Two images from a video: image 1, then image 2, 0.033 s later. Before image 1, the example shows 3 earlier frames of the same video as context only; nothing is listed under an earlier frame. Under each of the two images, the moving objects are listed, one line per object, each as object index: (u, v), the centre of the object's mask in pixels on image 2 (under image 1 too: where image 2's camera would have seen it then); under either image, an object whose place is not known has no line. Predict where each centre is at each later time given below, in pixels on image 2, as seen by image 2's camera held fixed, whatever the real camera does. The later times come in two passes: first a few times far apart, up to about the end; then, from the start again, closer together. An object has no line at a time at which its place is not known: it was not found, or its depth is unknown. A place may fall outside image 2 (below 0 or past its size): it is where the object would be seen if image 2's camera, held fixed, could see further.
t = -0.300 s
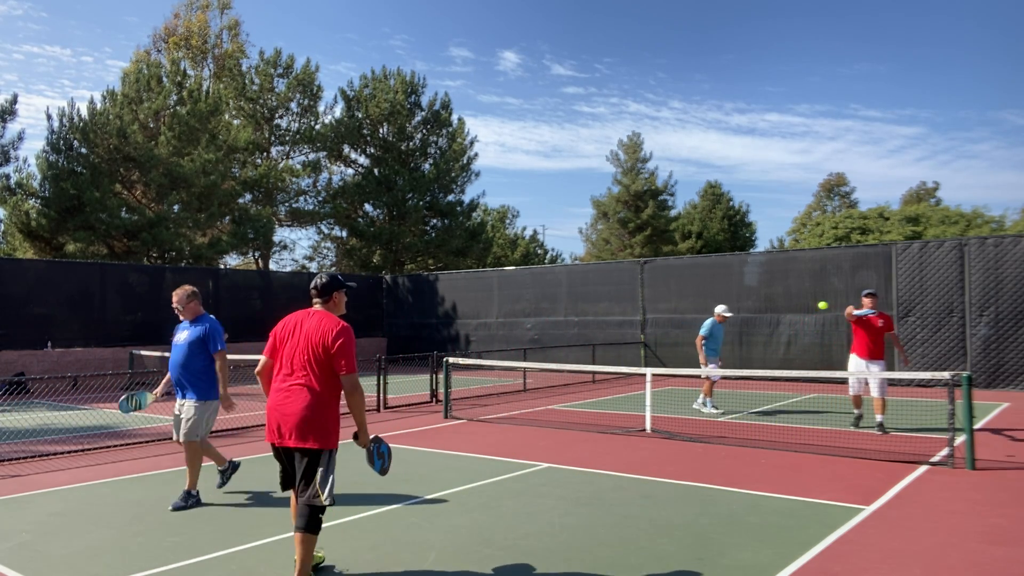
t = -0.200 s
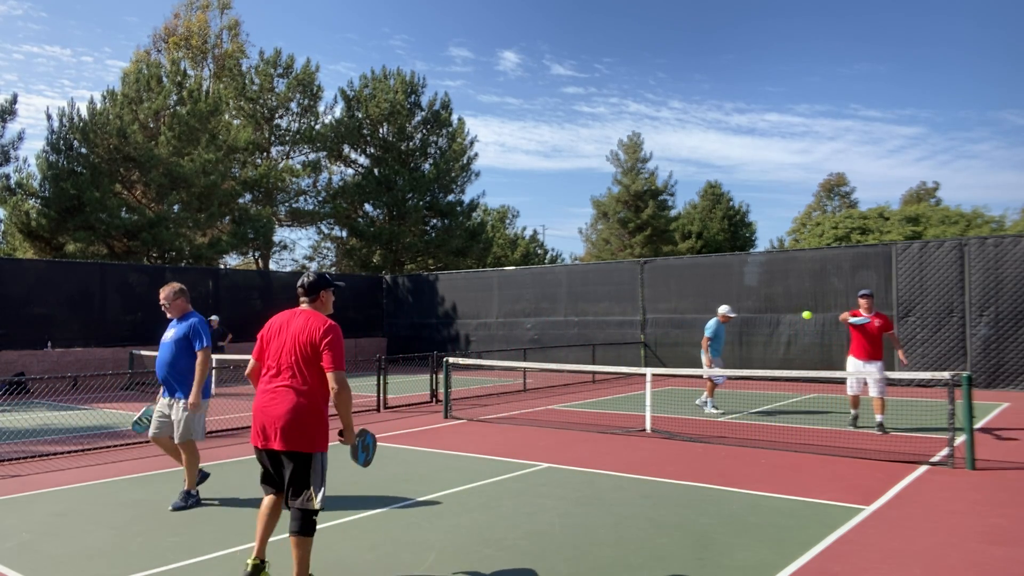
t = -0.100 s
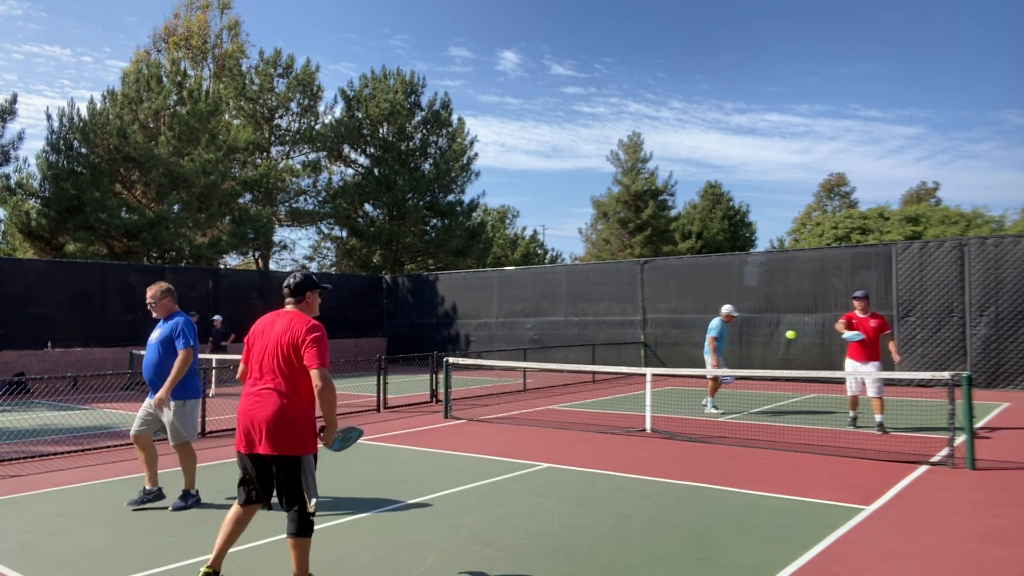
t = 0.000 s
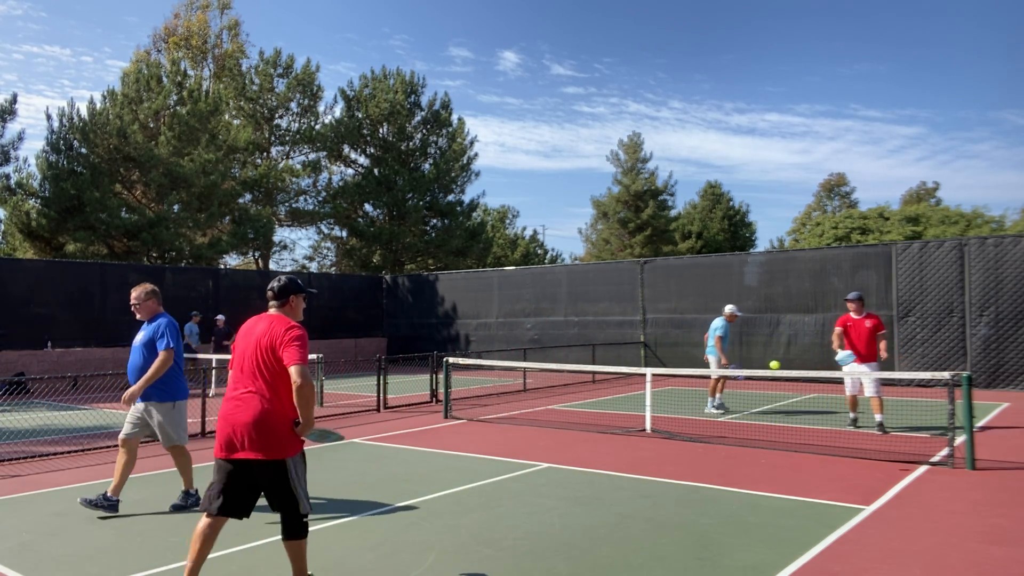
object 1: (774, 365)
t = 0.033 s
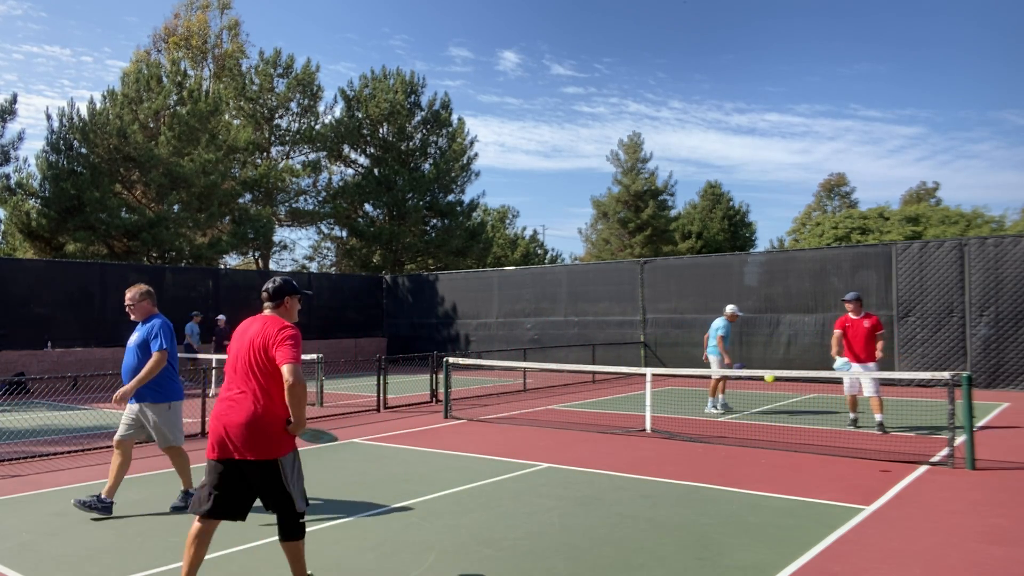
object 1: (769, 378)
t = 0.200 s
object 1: (742, 460)
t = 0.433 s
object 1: (711, 421)
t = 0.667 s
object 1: (680, 416)
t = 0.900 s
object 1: (650, 478)
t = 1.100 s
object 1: (621, 470)
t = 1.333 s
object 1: (585, 478)
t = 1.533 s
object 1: (552, 513)
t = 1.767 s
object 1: (509, 516)
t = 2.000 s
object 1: (462, 531)
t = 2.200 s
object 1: (418, 553)
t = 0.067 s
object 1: (763, 391)
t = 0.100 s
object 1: (758, 407)
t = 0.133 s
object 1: (753, 423)
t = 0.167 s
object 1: (748, 441)
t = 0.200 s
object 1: (742, 460)
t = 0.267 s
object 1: (733, 462)
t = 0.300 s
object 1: (728, 452)
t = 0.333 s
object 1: (724, 442)
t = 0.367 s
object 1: (719, 434)
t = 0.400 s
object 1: (715, 426)
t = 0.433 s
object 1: (711, 421)
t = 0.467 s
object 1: (706, 416)
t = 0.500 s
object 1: (702, 413)
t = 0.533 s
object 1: (697, 411)
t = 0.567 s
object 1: (693, 410)
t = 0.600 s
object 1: (689, 411)
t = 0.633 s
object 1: (684, 412)
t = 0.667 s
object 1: (680, 416)
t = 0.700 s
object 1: (676, 421)
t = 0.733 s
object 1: (671, 426)
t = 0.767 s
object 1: (667, 434)
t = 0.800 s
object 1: (663, 443)
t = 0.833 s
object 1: (658, 453)
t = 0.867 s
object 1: (654, 464)
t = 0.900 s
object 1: (650, 478)
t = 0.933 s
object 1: (646, 493)
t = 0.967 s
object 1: (641, 498)
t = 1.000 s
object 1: (636, 489)
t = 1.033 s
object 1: (631, 481)
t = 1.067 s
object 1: (626, 475)
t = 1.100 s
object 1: (621, 470)
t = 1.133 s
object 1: (616, 467)
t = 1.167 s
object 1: (611, 465)
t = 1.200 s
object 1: (606, 465)
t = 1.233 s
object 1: (601, 465)
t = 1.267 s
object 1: (596, 468)
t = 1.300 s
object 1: (590, 473)
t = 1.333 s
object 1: (585, 478)
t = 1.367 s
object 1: (580, 485)
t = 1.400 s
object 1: (575, 494)
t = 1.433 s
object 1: (569, 505)
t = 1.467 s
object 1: (564, 518)
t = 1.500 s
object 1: (559, 520)
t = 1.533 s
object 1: (552, 513)
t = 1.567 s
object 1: (546, 509)
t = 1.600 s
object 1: (540, 506)
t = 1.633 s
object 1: (534, 505)
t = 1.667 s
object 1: (527, 505)
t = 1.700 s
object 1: (521, 507)
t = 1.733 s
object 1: (515, 511)
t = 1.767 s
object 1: (509, 516)
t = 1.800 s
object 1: (502, 524)
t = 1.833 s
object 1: (496, 533)
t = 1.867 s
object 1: (489, 541)
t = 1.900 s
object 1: (482, 536)
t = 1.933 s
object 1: (475, 533)
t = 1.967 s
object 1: (469, 531)
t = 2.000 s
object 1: (462, 531)
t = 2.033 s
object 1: (455, 533)
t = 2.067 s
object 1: (448, 537)
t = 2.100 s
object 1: (441, 543)
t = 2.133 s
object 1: (433, 551)
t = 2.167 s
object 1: (426, 556)
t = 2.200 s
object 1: (418, 553)
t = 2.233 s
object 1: (411, 552)
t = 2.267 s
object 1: (403, 552)
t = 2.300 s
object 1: (395, 555)
